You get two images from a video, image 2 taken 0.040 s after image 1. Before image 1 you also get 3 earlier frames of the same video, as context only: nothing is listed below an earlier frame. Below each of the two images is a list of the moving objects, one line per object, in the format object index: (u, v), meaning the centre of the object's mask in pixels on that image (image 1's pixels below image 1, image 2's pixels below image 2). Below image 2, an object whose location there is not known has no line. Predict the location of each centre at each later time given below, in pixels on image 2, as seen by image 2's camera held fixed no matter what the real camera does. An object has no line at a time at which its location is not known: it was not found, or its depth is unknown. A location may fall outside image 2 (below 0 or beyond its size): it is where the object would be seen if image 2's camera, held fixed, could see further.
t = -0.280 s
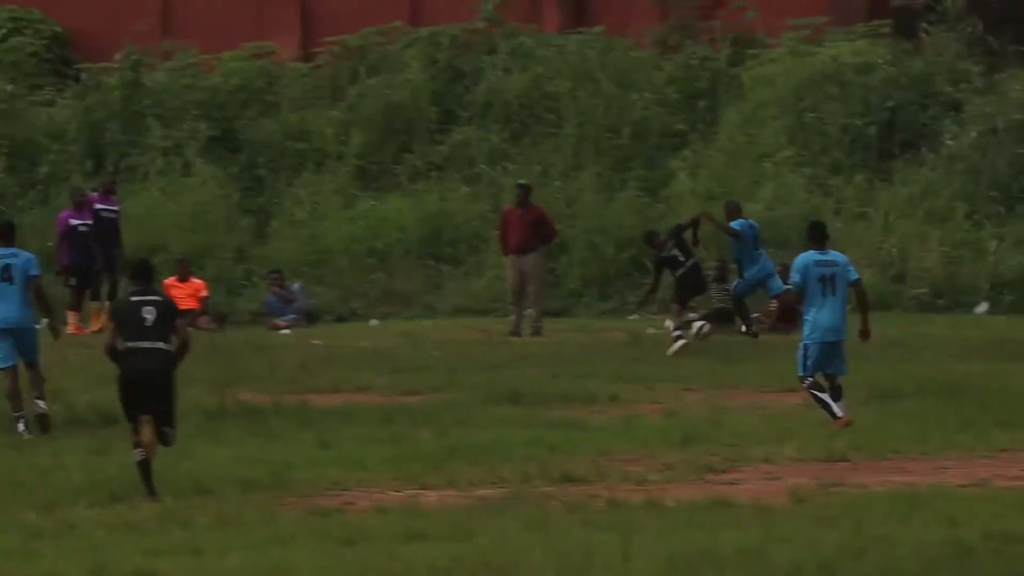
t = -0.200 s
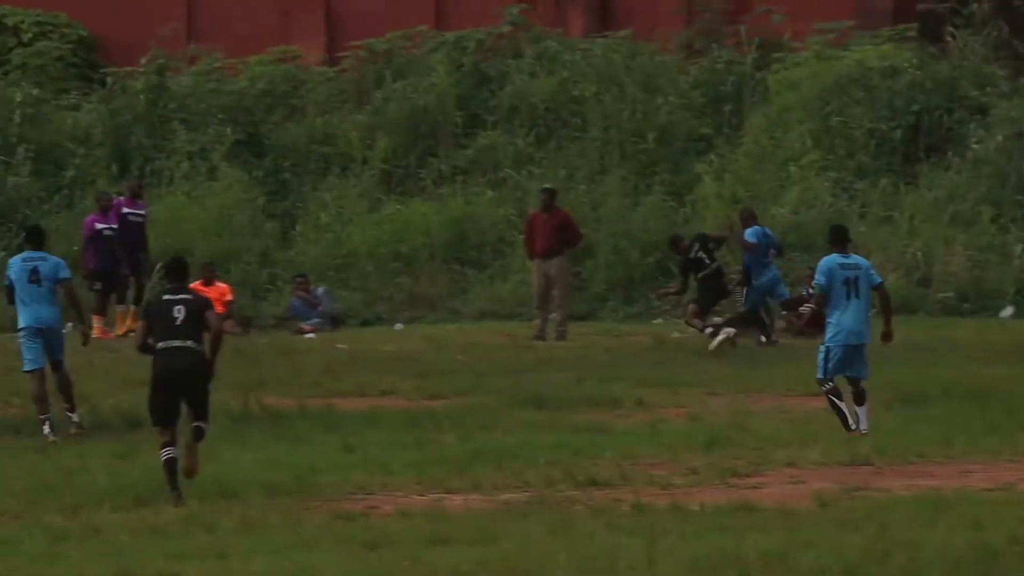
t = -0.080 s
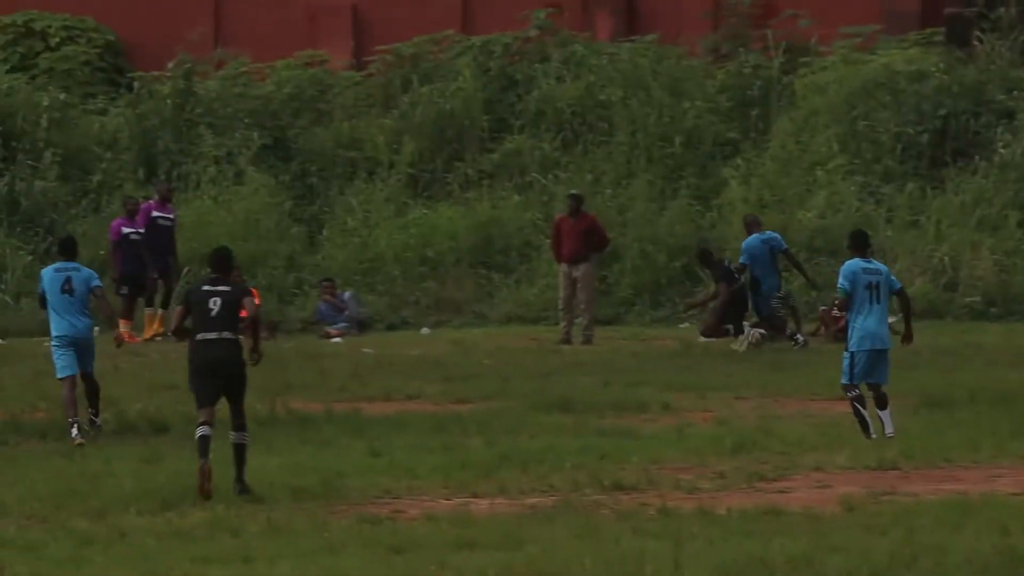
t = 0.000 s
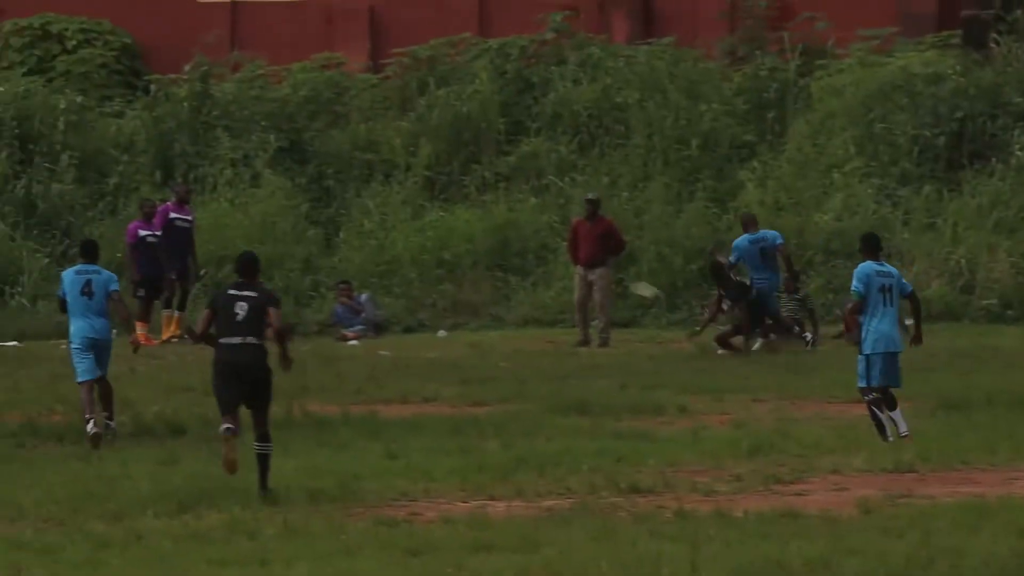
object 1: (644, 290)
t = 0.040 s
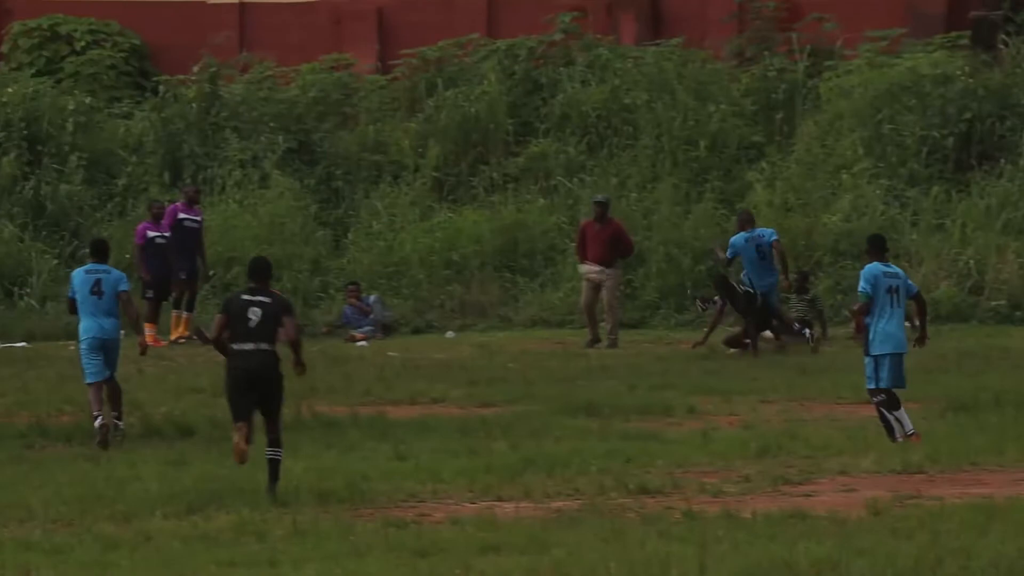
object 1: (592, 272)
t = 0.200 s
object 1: (356, 206)
